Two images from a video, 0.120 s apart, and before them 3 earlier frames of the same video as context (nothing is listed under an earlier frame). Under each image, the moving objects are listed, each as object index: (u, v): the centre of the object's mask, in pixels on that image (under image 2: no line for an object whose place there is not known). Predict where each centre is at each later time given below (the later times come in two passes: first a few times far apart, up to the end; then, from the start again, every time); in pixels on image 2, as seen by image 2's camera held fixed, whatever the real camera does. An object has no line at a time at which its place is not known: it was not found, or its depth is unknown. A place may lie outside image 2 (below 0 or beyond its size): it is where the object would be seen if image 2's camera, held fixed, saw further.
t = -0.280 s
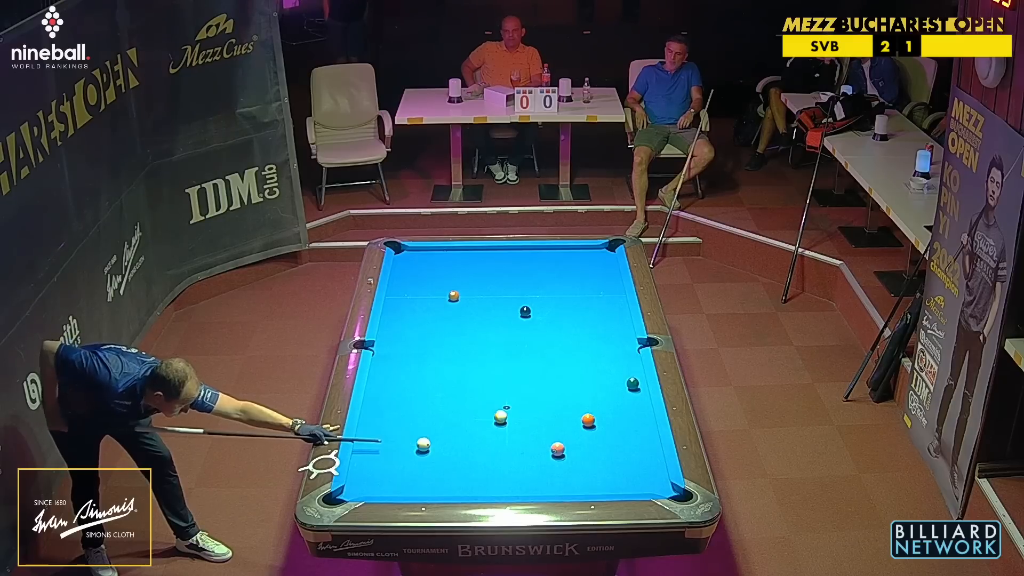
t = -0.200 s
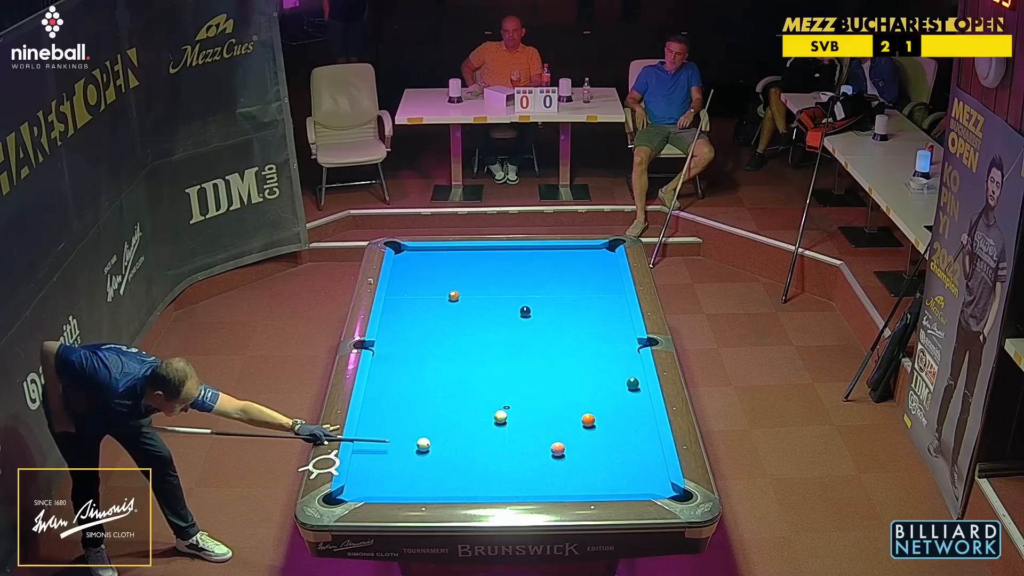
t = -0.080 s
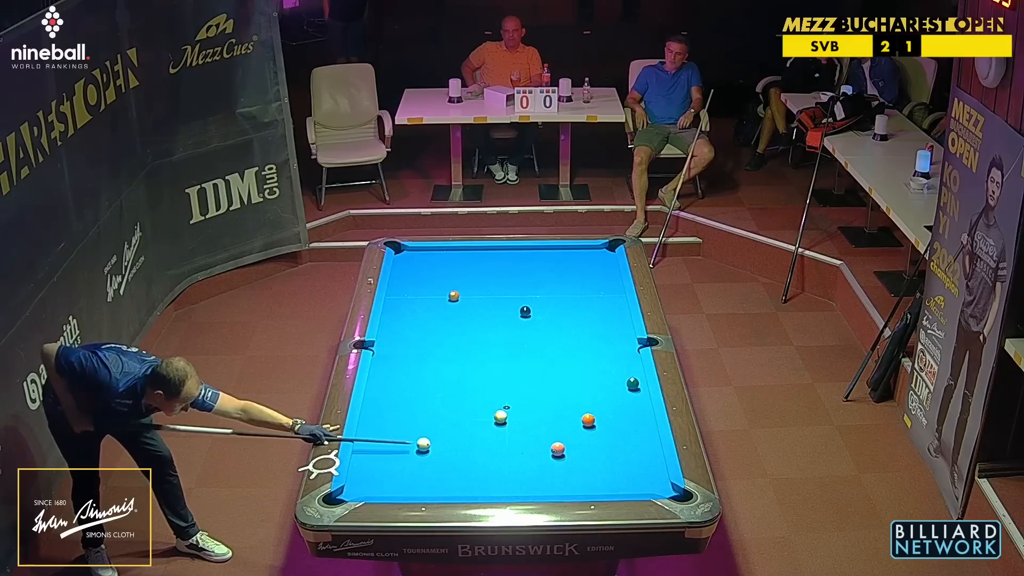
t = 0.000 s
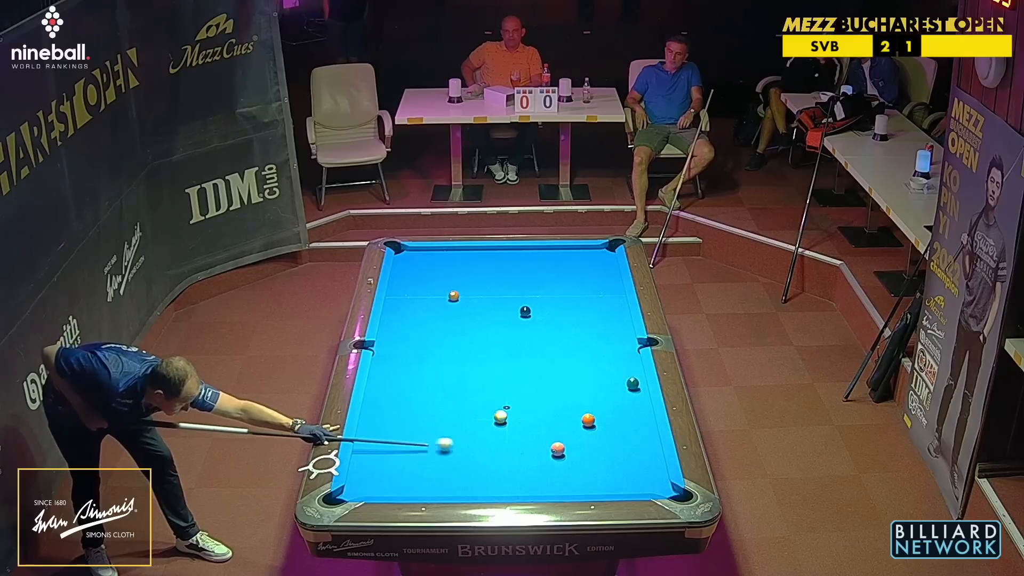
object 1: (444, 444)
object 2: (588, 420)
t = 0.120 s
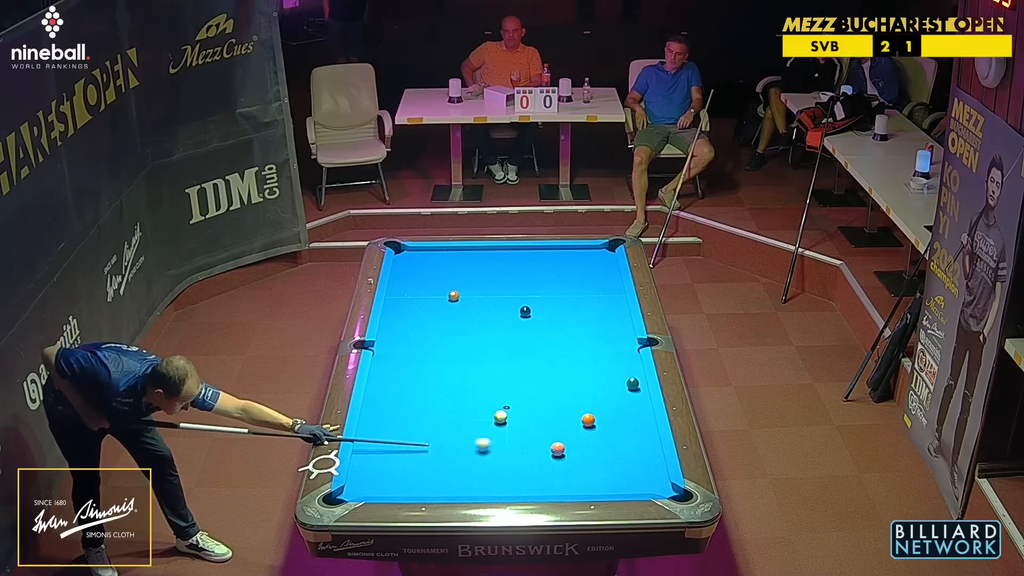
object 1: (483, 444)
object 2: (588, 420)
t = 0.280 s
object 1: (530, 444)
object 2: (588, 420)
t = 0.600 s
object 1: (582, 430)
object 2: (588, 419)
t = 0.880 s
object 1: (622, 422)
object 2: (587, 414)
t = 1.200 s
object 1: (638, 417)
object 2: (586, 408)
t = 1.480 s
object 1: (619, 415)
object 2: (585, 403)
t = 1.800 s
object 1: (598, 413)
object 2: (584, 398)
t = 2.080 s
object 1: (582, 411)
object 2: (584, 394)
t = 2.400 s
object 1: (565, 409)
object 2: (583, 391)
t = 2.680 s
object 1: (552, 408)
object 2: (583, 390)
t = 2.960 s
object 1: (540, 407)
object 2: (582, 388)
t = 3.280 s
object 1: (528, 406)
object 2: (581, 387)
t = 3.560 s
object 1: (519, 404)
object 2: (580, 387)
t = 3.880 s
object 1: (510, 403)
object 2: (580, 387)
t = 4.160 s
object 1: (505, 403)
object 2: (580, 387)
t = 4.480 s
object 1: (500, 402)
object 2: (580, 387)
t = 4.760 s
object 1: (497, 402)
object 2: (580, 387)
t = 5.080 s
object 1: (495, 403)
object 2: (580, 387)
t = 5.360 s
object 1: (495, 403)
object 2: (580, 387)
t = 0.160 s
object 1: (495, 444)
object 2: (588, 420)
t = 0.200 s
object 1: (506, 444)
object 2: (588, 420)
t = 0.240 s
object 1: (518, 444)
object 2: (588, 420)
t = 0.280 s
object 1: (530, 444)
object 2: (588, 420)
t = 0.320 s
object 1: (542, 444)
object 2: (588, 420)
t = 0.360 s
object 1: (549, 443)
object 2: (588, 420)
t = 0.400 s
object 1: (554, 440)
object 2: (588, 420)
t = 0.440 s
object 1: (559, 438)
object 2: (588, 420)
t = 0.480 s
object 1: (565, 436)
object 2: (588, 420)
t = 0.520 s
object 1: (571, 434)
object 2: (588, 420)
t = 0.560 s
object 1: (576, 431)
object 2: (588, 420)
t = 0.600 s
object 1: (582, 430)
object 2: (588, 419)
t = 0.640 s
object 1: (588, 428)
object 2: (588, 418)
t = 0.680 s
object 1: (594, 426)
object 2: (587, 418)
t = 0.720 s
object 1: (599, 425)
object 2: (588, 418)
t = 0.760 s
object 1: (605, 424)
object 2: (587, 417)
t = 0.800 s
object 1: (611, 424)
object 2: (587, 416)
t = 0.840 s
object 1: (617, 423)
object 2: (587, 415)
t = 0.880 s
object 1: (622, 422)
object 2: (587, 414)
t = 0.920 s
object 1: (628, 421)
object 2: (587, 413)
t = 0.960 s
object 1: (633, 420)
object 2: (587, 413)
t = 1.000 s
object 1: (639, 419)
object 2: (586, 412)
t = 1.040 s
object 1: (644, 418)
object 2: (586, 411)
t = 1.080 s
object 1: (648, 418)
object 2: (586, 410)
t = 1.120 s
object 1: (644, 418)
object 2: (586, 409)
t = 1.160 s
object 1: (641, 417)
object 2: (586, 408)
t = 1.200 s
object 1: (638, 417)
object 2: (586, 408)
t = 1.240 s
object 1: (635, 417)
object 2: (585, 407)
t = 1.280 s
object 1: (632, 416)
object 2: (585, 406)
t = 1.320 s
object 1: (630, 416)
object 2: (585, 405)
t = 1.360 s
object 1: (627, 416)
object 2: (585, 405)
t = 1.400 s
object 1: (624, 415)
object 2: (585, 404)
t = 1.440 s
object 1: (621, 415)
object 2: (585, 403)
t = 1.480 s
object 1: (619, 415)
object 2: (585, 403)
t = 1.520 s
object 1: (616, 415)
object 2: (585, 402)
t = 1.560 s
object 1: (613, 414)
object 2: (584, 402)
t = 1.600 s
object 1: (611, 414)
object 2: (584, 401)
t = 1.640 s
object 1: (608, 414)
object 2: (584, 400)
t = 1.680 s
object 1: (606, 413)
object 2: (584, 400)
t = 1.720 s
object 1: (603, 413)
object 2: (584, 399)
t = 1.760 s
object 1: (601, 413)
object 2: (584, 398)
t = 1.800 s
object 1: (598, 413)
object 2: (584, 398)
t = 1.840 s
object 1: (596, 412)
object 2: (584, 397)
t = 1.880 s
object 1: (593, 412)
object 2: (584, 397)
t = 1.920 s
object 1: (591, 412)
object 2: (584, 396)
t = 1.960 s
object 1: (589, 412)
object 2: (584, 396)
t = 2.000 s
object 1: (586, 412)
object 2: (584, 395)
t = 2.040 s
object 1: (584, 411)
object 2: (584, 395)
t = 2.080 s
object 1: (582, 411)
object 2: (584, 394)
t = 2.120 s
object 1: (580, 411)
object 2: (584, 394)
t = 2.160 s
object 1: (577, 411)
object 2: (584, 394)
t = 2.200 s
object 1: (575, 411)
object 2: (584, 393)
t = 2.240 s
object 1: (573, 410)
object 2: (584, 393)
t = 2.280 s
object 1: (571, 410)
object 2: (584, 392)
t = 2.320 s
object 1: (569, 410)
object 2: (584, 392)
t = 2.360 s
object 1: (567, 410)
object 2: (583, 392)
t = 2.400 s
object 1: (565, 409)
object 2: (583, 391)
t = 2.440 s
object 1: (563, 409)
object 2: (583, 391)
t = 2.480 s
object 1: (561, 409)
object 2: (583, 391)
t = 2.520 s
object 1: (559, 409)
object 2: (583, 390)
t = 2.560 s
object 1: (557, 409)
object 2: (583, 390)
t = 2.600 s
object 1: (555, 408)
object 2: (583, 390)
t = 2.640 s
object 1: (553, 408)
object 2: (583, 390)
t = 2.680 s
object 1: (552, 408)
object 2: (583, 390)
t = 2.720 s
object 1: (550, 408)
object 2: (583, 389)
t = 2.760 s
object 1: (548, 407)
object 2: (583, 389)
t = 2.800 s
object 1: (546, 407)
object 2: (582, 389)
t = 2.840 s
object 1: (545, 407)
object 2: (582, 389)
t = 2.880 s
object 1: (543, 407)
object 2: (582, 389)
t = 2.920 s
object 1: (541, 407)
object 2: (582, 389)
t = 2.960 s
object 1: (540, 407)
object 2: (582, 388)
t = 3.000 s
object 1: (538, 407)
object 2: (582, 388)
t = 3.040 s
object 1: (537, 406)
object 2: (581, 388)
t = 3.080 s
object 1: (535, 406)
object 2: (581, 388)
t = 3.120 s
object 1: (534, 406)
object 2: (581, 388)
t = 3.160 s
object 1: (532, 406)
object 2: (581, 388)
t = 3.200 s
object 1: (531, 406)
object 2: (581, 388)
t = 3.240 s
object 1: (529, 405)
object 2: (581, 387)
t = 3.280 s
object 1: (528, 406)
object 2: (581, 387)
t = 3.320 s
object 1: (527, 405)
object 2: (581, 387)
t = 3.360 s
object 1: (525, 405)
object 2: (581, 387)
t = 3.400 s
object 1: (524, 405)
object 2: (580, 387)
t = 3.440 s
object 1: (523, 405)
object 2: (580, 387)
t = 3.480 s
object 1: (521, 405)
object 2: (580, 387)
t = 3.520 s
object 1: (520, 404)
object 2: (580, 387)
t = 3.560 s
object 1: (519, 404)
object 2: (580, 387)
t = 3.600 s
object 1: (518, 404)
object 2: (580, 387)
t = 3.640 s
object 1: (517, 404)
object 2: (580, 387)
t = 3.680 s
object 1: (516, 404)
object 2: (580, 387)
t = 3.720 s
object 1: (514, 404)
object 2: (580, 387)
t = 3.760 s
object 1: (513, 404)
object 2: (580, 387)
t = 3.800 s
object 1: (512, 404)
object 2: (580, 387)
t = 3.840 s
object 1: (511, 403)
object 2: (580, 387)
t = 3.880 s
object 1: (510, 403)
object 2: (580, 387)
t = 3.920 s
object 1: (510, 403)
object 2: (580, 387)
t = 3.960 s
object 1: (509, 403)
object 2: (580, 387)
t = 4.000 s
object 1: (508, 403)
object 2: (580, 387)
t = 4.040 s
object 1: (507, 403)
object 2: (580, 387)
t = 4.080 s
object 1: (506, 403)
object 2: (580, 387)
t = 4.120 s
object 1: (505, 403)
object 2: (580, 387)
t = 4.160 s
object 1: (505, 403)
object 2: (580, 387)
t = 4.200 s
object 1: (504, 403)
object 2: (580, 387)
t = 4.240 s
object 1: (504, 402)
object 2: (580, 387)
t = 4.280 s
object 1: (503, 402)
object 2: (580, 387)
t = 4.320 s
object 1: (503, 402)
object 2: (580, 387)
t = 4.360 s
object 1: (502, 402)
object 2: (580, 387)
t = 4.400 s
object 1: (502, 402)
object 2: (580, 387)
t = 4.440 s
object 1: (501, 402)
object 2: (580, 387)
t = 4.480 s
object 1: (500, 402)
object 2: (580, 387)
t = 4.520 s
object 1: (500, 402)
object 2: (580, 387)
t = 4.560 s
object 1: (499, 402)
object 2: (580, 387)
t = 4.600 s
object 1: (499, 402)
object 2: (580, 387)
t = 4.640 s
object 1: (498, 402)
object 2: (580, 387)
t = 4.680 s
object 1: (498, 402)
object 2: (580, 387)
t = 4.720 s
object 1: (497, 402)
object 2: (580, 387)
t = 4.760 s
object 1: (497, 402)
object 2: (580, 387)
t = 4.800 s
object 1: (497, 402)
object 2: (580, 387)
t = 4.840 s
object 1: (496, 402)
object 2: (580, 387)
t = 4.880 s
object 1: (496, 402)
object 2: (580, 387)
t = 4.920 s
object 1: (496, 402)
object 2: (580, 387)
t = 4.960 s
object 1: (496, 403)
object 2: (580, 387)
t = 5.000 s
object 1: (496, 402)
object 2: (580, 387)
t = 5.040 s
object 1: (496, 402)
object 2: (580, 387)
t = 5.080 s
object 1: (495, 403)
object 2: (580, 387)
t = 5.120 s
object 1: (495, 403)
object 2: (580, 387)
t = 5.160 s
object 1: (495, 403)
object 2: (580, 387)
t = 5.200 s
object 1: (495, 403)
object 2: (580, 387)
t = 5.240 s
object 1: (495, 403)
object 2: (580, 387)
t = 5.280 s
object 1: (495, 403)
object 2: (580, 387)
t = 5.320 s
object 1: (495, 403)
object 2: (580, 387)
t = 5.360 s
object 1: (495, 403)
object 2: (580, 387)
